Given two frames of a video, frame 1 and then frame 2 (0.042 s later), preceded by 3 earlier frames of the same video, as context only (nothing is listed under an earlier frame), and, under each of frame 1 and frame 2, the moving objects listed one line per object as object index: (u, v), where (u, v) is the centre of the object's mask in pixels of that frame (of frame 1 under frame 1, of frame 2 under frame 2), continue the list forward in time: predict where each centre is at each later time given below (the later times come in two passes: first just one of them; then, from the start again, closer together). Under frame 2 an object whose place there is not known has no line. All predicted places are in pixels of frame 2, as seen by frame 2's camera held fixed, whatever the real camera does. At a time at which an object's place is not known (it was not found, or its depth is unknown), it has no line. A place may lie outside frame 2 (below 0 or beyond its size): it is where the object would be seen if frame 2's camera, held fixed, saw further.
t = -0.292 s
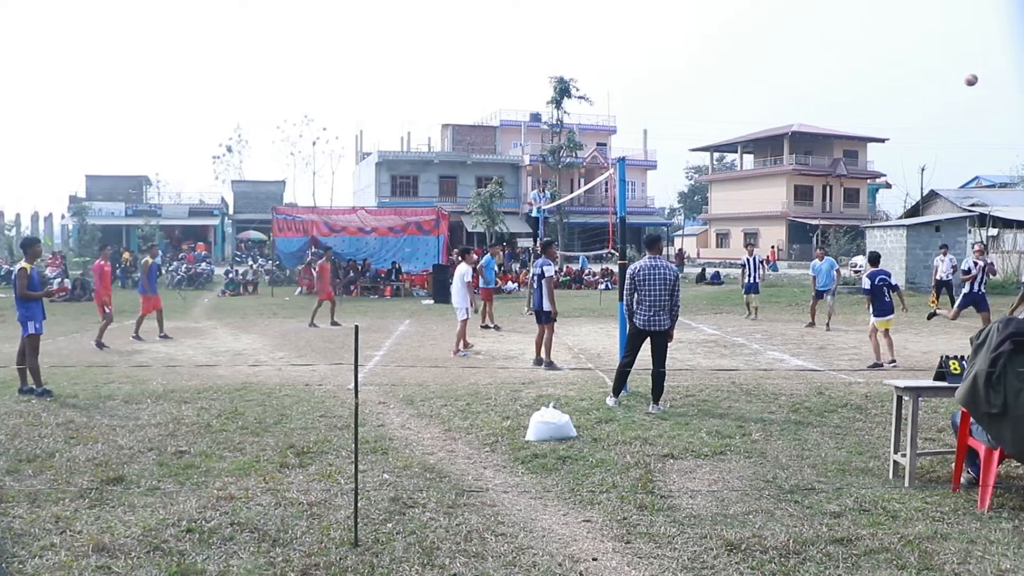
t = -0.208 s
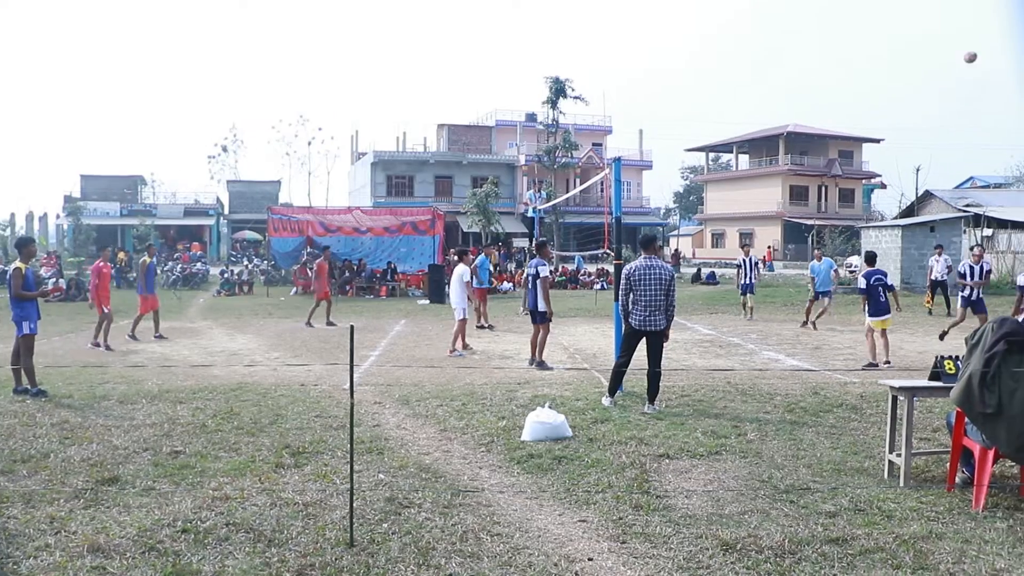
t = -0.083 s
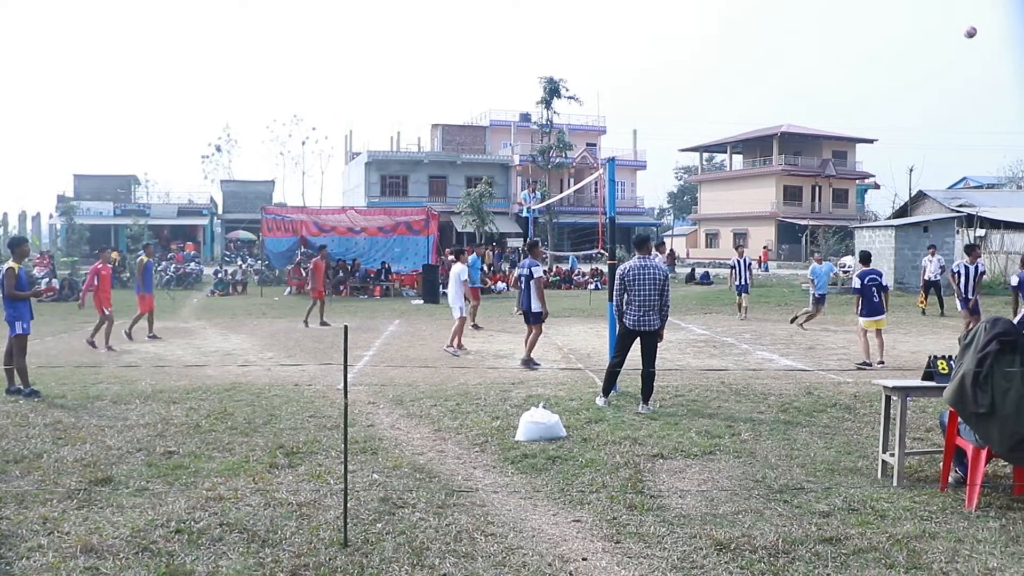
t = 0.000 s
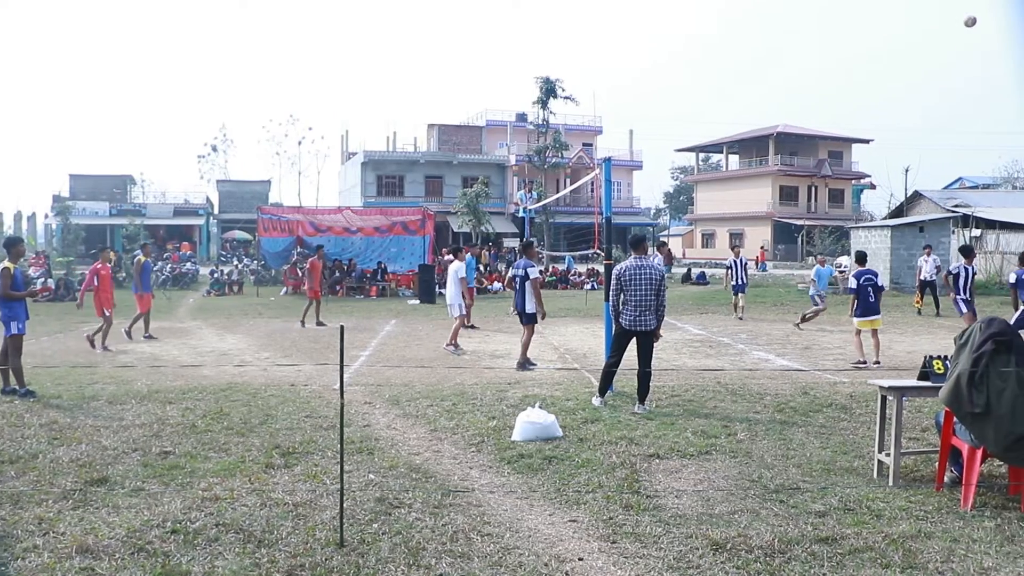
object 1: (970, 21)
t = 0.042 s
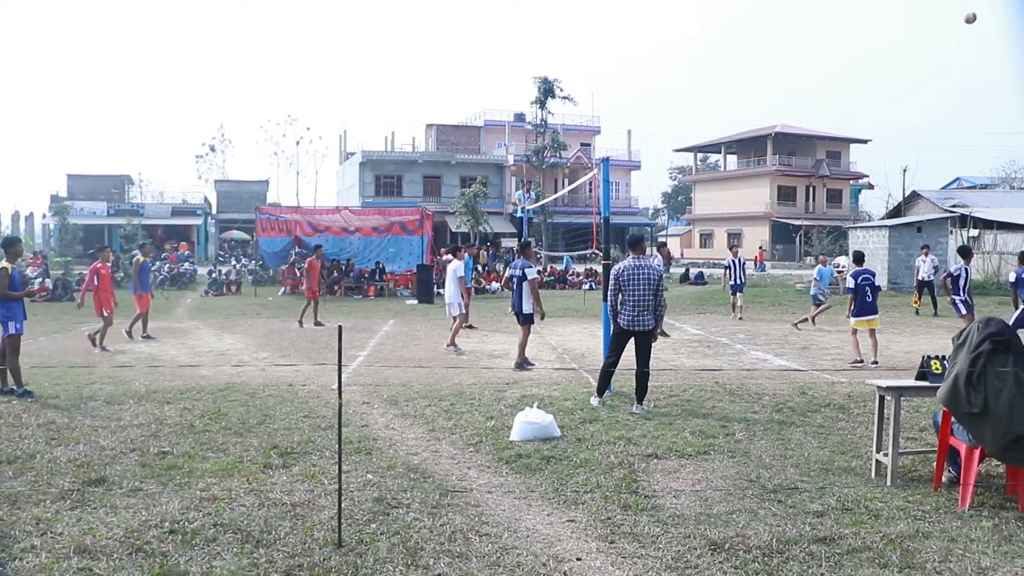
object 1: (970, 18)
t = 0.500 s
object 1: (992, 43)
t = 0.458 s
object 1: (991, 35)
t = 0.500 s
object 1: (992, 43)
